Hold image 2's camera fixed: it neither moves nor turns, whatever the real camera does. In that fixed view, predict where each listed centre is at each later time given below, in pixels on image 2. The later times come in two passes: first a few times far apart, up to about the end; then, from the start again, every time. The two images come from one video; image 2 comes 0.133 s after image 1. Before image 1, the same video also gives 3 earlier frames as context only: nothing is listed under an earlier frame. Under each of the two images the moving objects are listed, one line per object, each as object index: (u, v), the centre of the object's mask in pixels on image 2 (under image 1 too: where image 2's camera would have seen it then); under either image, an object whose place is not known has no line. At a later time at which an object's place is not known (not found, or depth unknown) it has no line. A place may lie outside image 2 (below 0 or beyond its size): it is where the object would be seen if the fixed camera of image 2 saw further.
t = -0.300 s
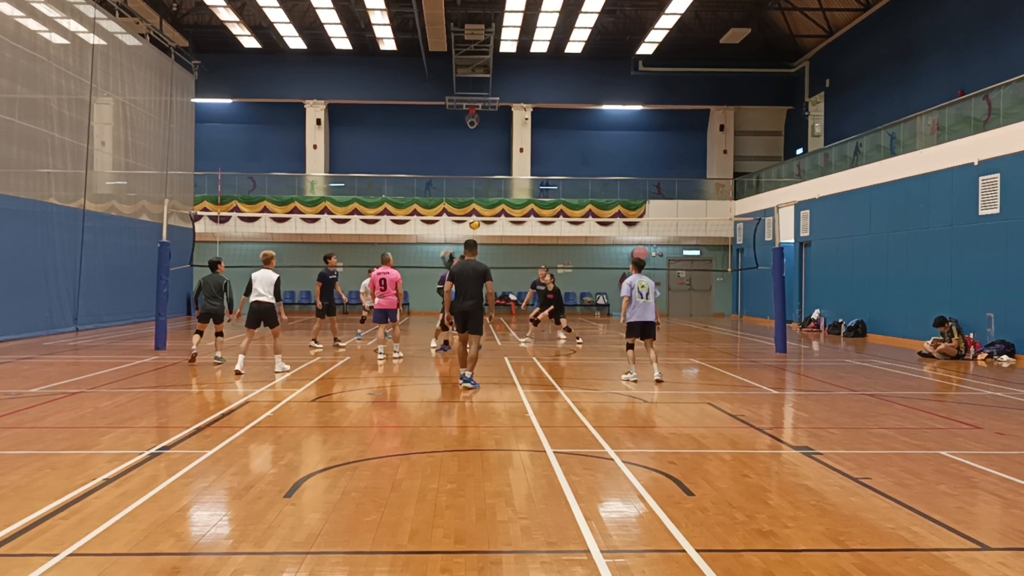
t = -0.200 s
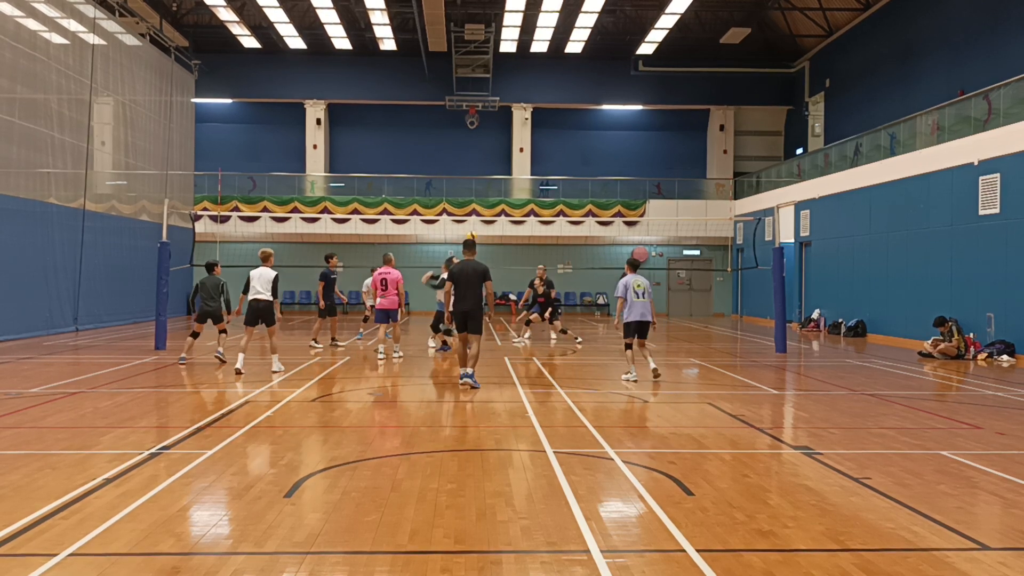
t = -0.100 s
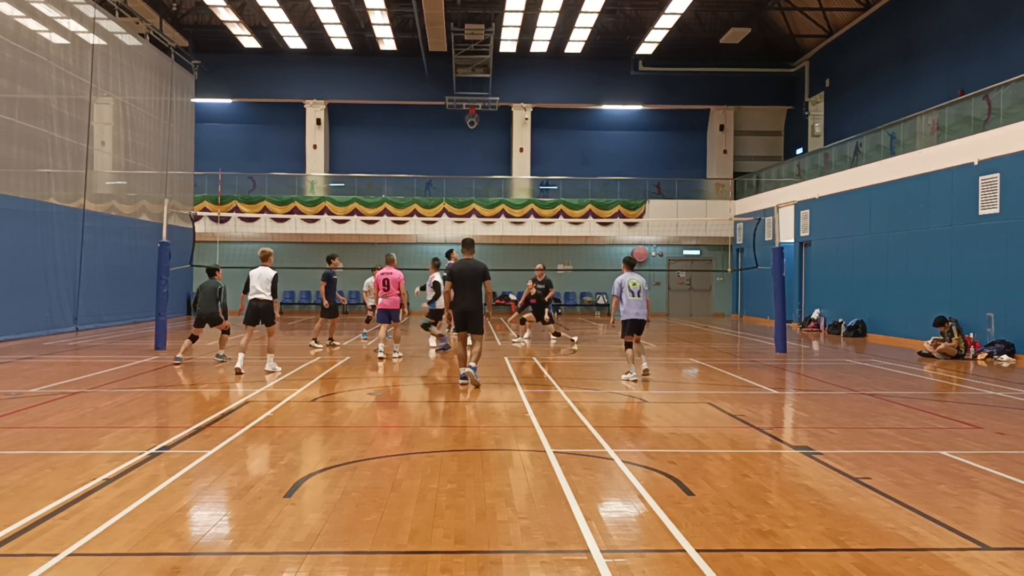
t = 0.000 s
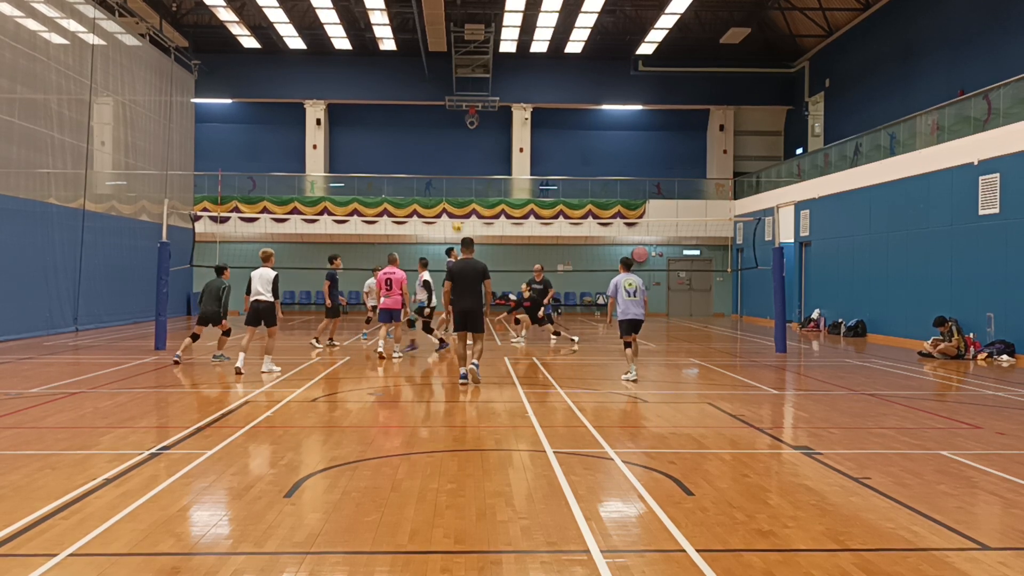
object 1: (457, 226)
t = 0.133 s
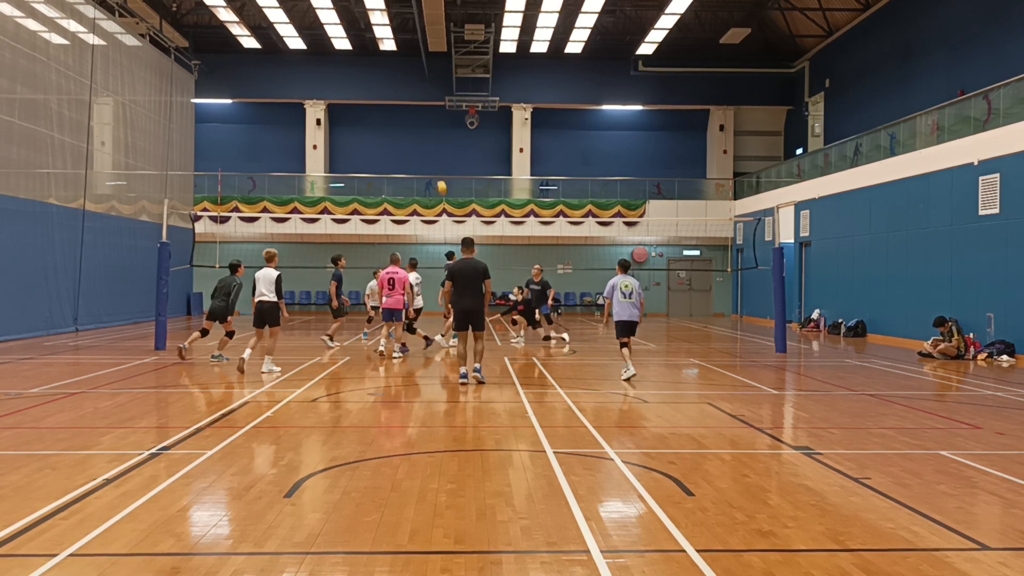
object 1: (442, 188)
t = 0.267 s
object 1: (427, 159)
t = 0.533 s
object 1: (401, 132)
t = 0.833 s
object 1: (374, 143)
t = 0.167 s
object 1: (438, 179)
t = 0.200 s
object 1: (434, 172)
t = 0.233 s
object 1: (431, 165)
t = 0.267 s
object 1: (427, 159)
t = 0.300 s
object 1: (424, 154)
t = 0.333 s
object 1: (421, 149)
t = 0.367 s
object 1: (417, 145)
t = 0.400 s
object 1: (413, 141)
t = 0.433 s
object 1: (410, 138)
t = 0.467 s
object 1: (407, 135)
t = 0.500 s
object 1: (404, 134)
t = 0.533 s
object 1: (401, 132)
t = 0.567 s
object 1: (397, 131)
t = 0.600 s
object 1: (394, 131)
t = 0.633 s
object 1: (391, 131)
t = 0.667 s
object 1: (389, 132)
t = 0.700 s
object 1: (385, 133)
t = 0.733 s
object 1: (383, 135)
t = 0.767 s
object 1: (380, 137)
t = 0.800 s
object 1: (377, 140)
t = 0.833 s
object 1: (374, 143)
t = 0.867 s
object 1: (372, 146)
